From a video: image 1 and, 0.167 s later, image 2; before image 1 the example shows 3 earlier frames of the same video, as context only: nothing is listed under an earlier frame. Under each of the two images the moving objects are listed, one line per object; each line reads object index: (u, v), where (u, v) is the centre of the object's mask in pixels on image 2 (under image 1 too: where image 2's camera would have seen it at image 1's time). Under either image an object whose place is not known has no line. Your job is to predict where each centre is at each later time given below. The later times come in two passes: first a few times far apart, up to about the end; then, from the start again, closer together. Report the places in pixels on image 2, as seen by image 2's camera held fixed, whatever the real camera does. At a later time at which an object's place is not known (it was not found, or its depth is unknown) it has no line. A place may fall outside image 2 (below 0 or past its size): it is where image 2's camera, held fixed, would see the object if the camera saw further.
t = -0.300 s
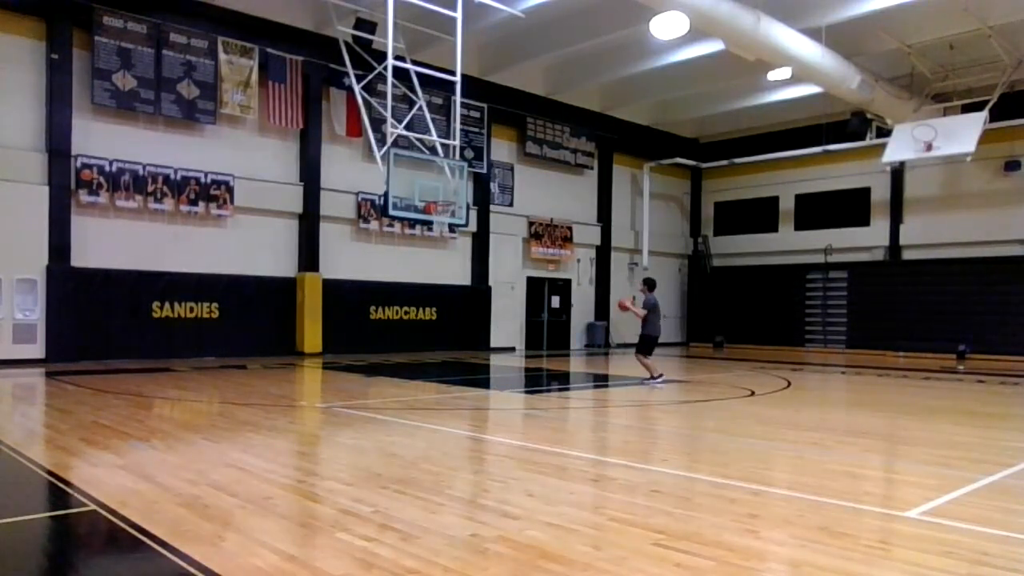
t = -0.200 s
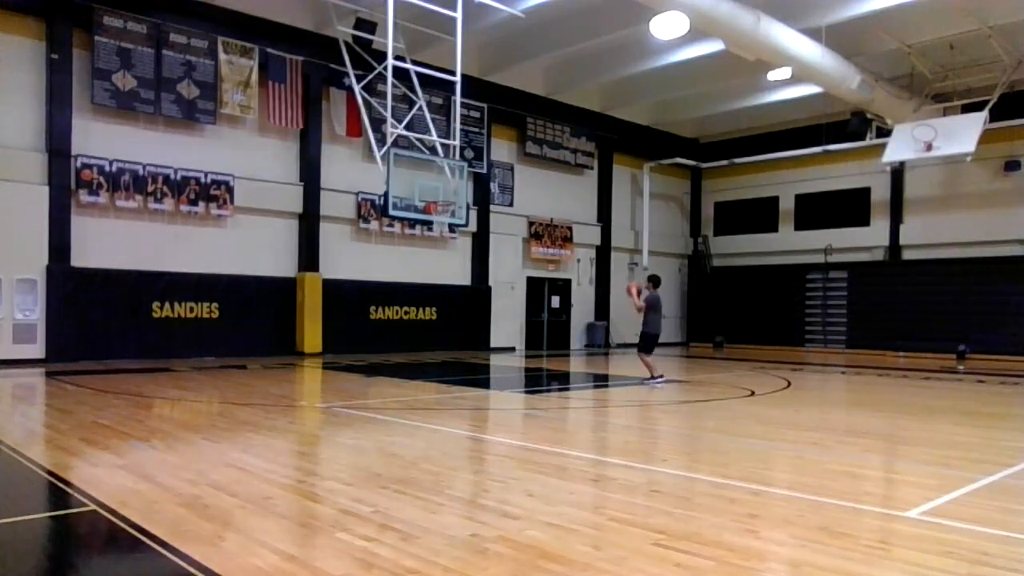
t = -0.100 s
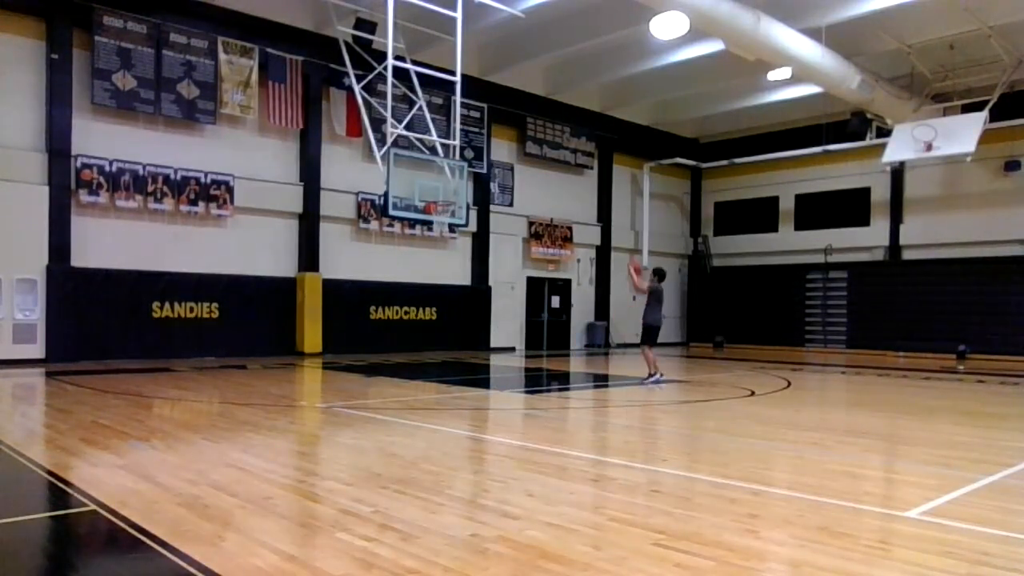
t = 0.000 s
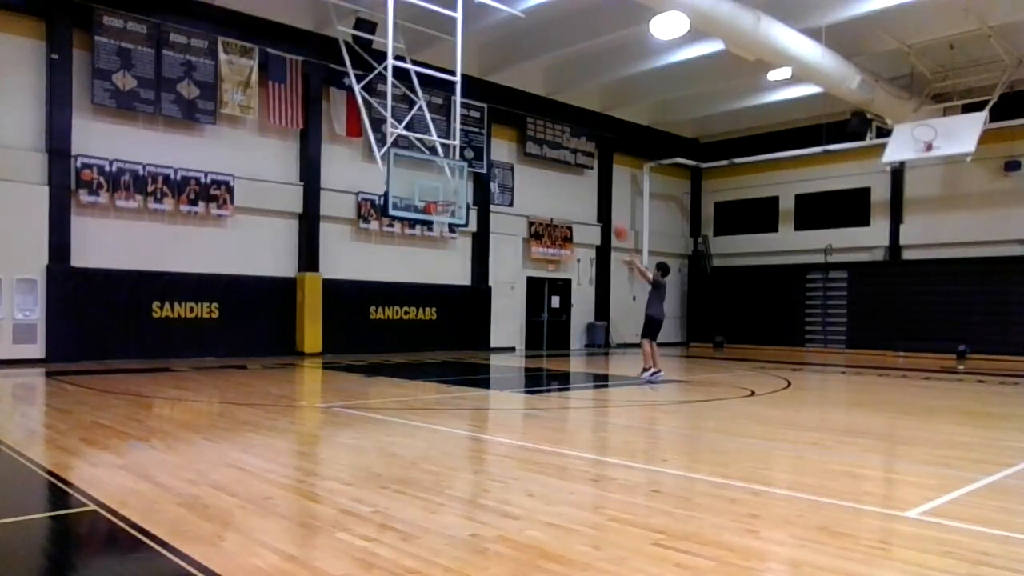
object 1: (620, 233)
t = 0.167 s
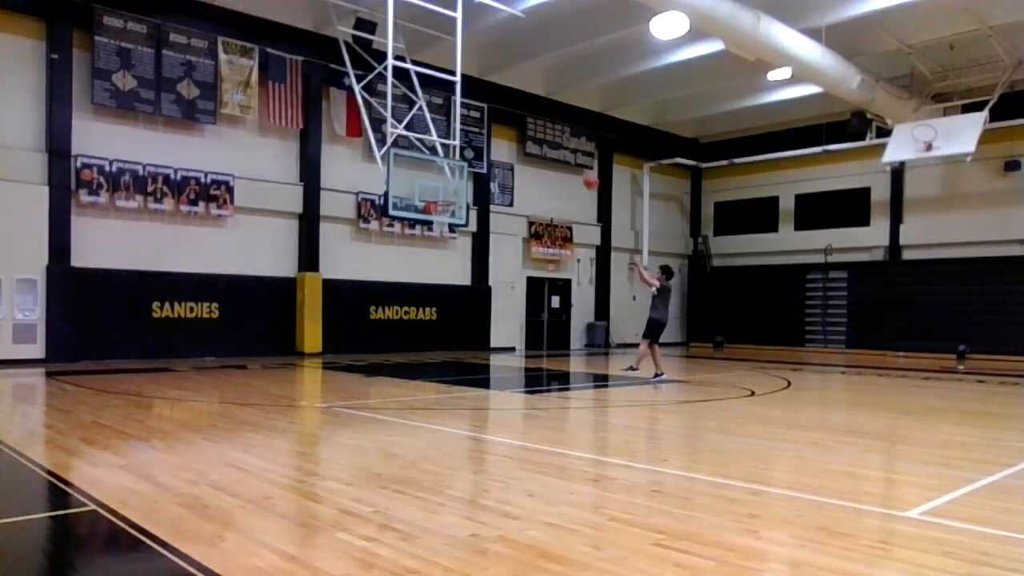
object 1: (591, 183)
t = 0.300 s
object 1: (569, 155)
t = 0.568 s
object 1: (525, 132)
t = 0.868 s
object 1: (479, 154)
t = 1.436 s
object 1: (444, 231)
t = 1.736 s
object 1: (451, 296)
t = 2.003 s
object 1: (458, 344)
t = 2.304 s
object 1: (463, 297)
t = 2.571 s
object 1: (468, 293)
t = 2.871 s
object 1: (473, 336)
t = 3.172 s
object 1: (480, 336)
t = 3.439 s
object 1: (485, 326)
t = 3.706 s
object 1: (492, 353)
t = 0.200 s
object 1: (584, 173)
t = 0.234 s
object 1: (579, 166)
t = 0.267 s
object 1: (573, 159)
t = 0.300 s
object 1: (569, 155)
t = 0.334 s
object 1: (563, 147)
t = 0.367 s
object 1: (557, 144)
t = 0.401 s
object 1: (553, 141)
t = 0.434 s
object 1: (546, 137)
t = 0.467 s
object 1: (542, 135)
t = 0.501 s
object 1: (536, 133)
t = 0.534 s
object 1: (529, 132)
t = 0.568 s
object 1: (525, 132)
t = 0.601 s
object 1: (519, 132)
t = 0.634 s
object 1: (514, 132)
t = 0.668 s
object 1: (509, 133)
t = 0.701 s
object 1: (505, 135)
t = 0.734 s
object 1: (499, 137)
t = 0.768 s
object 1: (494, 141)
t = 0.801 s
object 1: (490, 145)
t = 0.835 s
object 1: (484, 149)
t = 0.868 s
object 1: (479, 154)
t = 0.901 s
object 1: (474, 160)
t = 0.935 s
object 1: (469, 166)
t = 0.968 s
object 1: (465, 173)
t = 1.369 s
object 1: (442, 222)
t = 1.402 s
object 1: (443, 226)
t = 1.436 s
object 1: (444, 231)
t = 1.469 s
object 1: (445, 235)
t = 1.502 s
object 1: (446, 241)
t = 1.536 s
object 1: (447, 246)
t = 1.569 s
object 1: (447, 253)
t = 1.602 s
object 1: (448, 261)
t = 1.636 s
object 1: (449, 269)
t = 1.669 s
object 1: (450, 276)
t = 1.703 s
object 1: (451, 287)
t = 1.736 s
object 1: (451, 296)
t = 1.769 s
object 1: (452, 307)
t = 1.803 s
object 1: (453, 317)
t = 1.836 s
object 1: (454, 329)
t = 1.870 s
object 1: (454, 341)
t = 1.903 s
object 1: (455, 354)
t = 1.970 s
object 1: (456, 353)
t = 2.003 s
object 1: (458, 344)
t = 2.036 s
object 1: (459, 337)
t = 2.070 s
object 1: (459, 331)
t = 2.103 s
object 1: (460, 324)
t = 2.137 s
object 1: (460, 318)
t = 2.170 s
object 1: (461, 312)
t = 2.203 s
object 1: (462, 308)
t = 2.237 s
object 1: (462, 303)
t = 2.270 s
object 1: (463, 299)
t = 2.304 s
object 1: (463, 297)
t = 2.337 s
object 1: (464, 294)
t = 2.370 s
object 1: (465, 292)
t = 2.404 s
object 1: (466, 291)
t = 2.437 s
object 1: (466, 291)
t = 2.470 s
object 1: (467, 291)
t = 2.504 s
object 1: (467, 290)
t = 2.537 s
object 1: (468, 291)
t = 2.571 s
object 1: (468, 293)
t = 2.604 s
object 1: (469, 295)
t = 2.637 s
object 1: (470, 298)
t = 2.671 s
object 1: (470, 302)
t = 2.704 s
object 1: (471, 306)
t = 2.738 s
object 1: (471, 311)
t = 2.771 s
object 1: (472, 316)
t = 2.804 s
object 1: (472, 322)
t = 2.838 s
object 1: (473, 329)
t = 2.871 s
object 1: (473, 336)
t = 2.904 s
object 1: (474, 343)
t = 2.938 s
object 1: (474, 351)
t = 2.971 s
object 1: (475, 361)
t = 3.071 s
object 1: (477, 350)
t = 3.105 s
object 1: (478, 345)
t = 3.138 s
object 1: (479, 341)
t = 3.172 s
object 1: (480, 336)
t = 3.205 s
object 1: (480, 333)
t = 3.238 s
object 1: (481, 330)
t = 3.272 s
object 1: (482, 328)
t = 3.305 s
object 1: (483, 326)
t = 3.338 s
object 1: (483, 325)
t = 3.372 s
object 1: (484, 325)
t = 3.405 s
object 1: (484, 325)
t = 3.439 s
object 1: (485, 326)
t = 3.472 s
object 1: (486, 327)
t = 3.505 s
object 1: (487, 329)
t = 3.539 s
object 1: (488, 332)
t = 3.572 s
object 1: (488, 335)
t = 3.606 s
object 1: (489, 339)
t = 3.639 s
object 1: (490, 343)
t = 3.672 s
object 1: (491, 349)
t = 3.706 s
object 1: (492, 353)
